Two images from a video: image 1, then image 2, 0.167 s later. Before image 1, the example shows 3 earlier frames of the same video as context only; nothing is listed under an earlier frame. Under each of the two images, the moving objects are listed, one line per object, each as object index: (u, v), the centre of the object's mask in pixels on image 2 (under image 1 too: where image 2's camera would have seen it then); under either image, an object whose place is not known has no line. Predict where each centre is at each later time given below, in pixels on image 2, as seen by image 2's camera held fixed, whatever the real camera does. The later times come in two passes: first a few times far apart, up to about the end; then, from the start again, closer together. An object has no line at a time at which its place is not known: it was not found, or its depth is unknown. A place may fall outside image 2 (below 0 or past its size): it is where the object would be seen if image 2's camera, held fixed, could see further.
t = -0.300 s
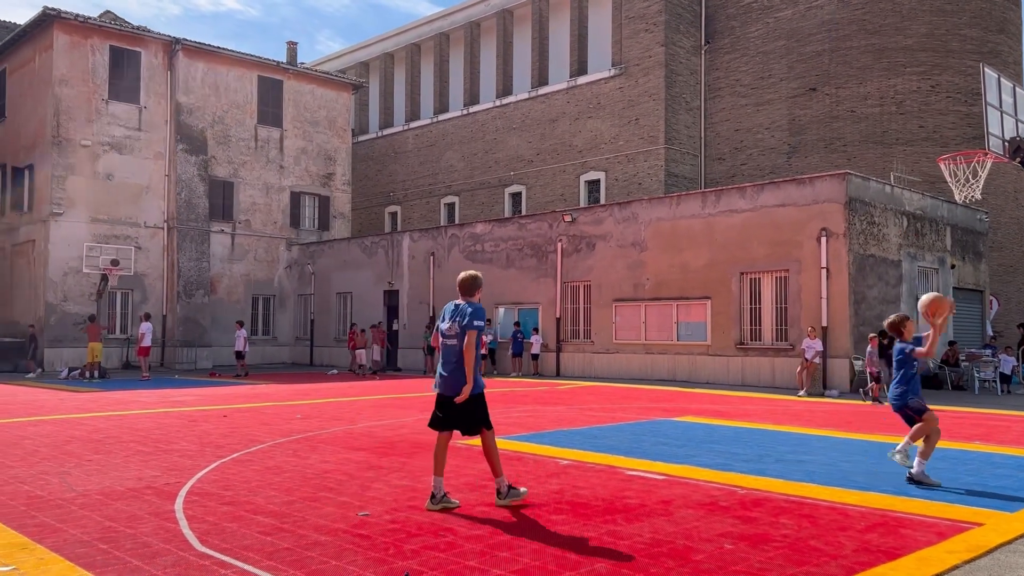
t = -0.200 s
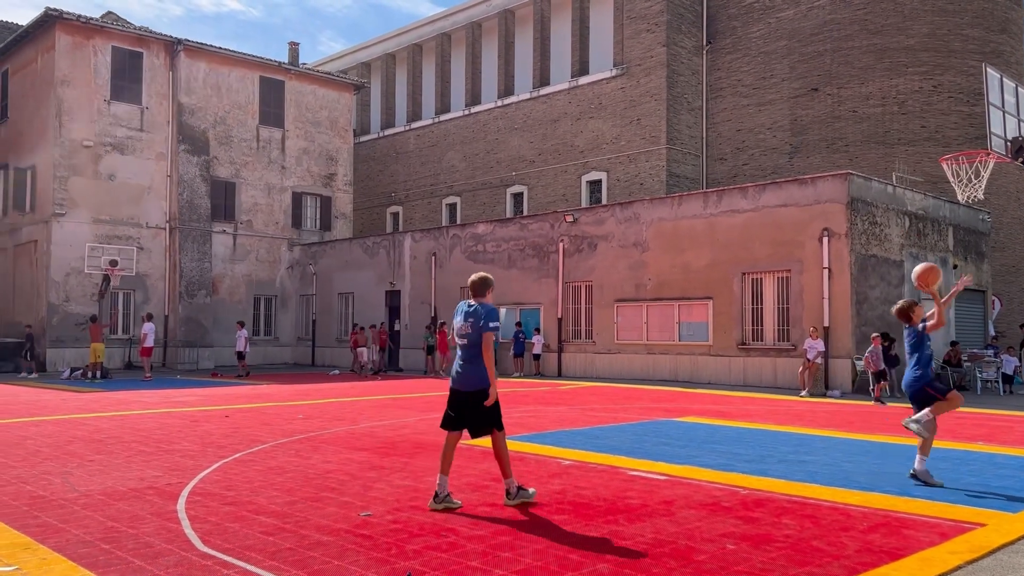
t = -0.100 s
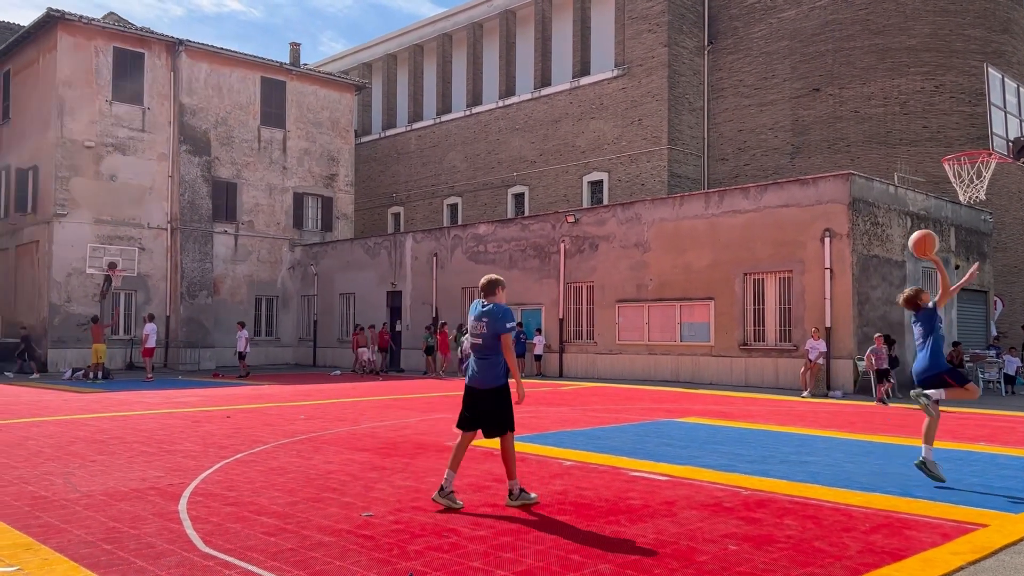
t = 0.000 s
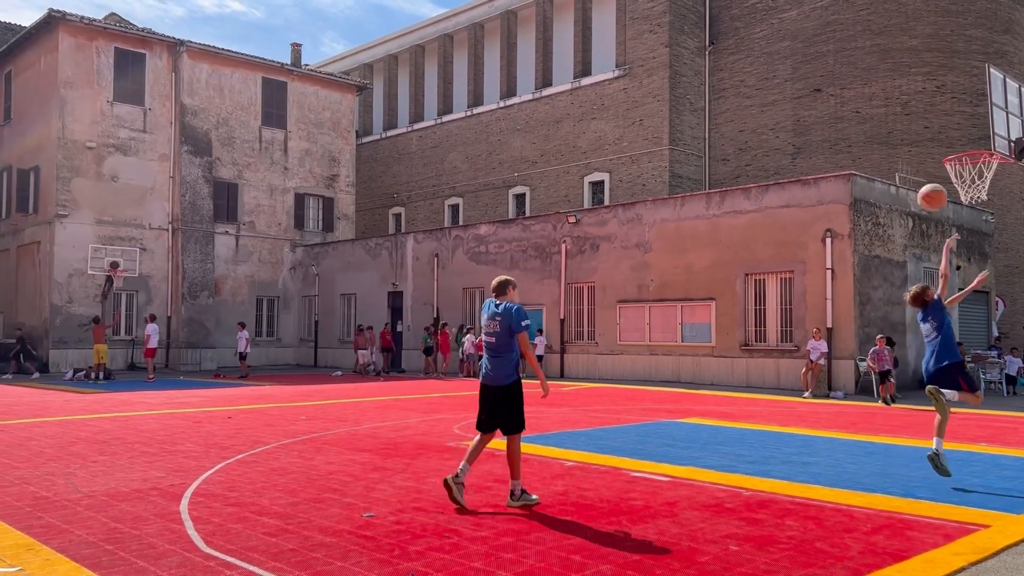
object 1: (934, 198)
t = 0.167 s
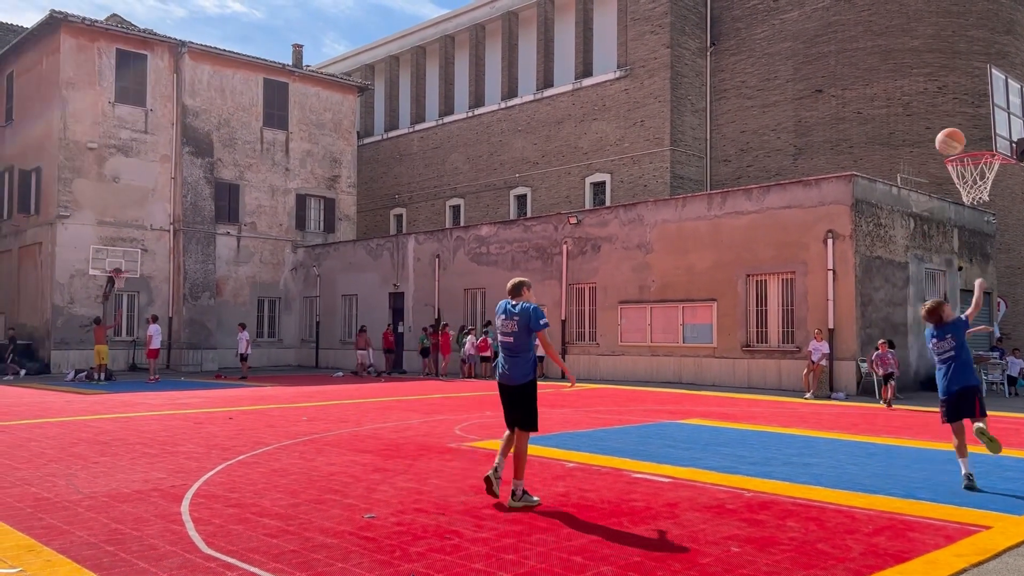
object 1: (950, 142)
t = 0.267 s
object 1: (960, 123)
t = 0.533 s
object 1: (980, 124)
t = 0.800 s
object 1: (979, 140)
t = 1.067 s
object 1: (961, 156)
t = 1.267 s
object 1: (966, 181)
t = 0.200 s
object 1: (953, 134)
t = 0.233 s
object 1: (957, 128)
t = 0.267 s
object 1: (960, 123)
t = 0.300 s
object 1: (963, 119)
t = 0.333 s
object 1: (966, 116)
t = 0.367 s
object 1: (969, 114)
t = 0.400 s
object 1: (972, 114)
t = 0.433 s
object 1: (975, 115)
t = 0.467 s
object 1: (977, 117)
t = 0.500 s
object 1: (979, 120)
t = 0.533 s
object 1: (980, 124)
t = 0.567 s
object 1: (982, 129)
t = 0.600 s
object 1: (984, 135)
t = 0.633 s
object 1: (985, 142)
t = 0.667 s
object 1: (985, 144)
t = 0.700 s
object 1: (984, 141)
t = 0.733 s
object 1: (982, 140)
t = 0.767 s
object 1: (981, 140)
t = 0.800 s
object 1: (979, 140)
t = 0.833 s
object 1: (977, 141)
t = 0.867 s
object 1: (973, 143)
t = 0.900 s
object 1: (970, 145)
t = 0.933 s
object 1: (967, 148)
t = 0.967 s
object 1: (966, 153)
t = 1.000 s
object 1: (965, 151)
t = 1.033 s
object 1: (963, 153)
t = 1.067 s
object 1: (961, 156)
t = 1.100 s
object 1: (959, 159)
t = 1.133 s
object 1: (961, 163)
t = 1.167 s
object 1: (964, 165)
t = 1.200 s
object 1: (963, 170)
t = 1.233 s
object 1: (964, 175)
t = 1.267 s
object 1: (966, 181)
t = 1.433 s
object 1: (976, 205)
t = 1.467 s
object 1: (979, 214)
